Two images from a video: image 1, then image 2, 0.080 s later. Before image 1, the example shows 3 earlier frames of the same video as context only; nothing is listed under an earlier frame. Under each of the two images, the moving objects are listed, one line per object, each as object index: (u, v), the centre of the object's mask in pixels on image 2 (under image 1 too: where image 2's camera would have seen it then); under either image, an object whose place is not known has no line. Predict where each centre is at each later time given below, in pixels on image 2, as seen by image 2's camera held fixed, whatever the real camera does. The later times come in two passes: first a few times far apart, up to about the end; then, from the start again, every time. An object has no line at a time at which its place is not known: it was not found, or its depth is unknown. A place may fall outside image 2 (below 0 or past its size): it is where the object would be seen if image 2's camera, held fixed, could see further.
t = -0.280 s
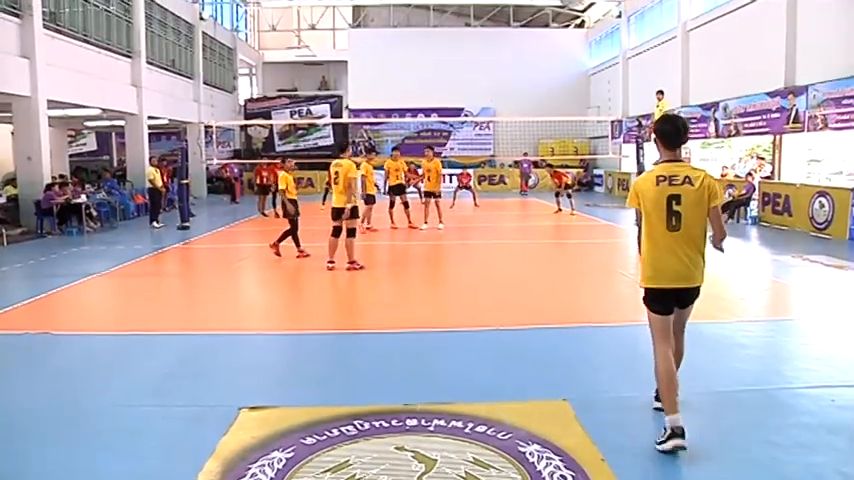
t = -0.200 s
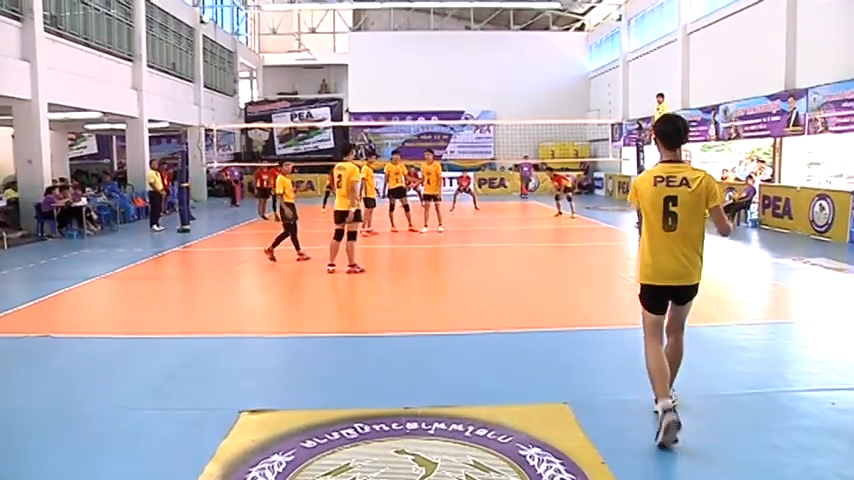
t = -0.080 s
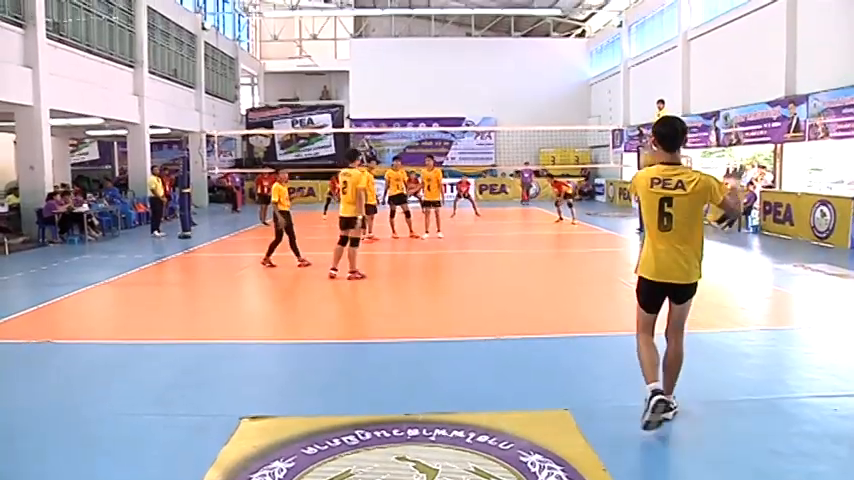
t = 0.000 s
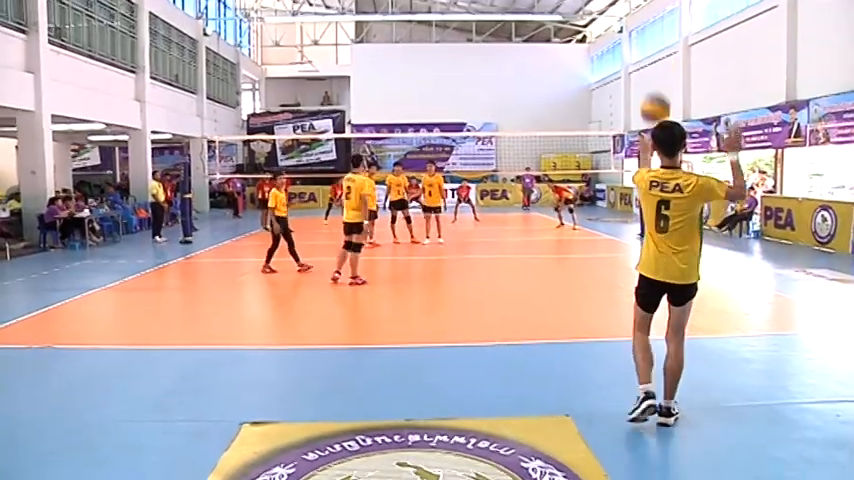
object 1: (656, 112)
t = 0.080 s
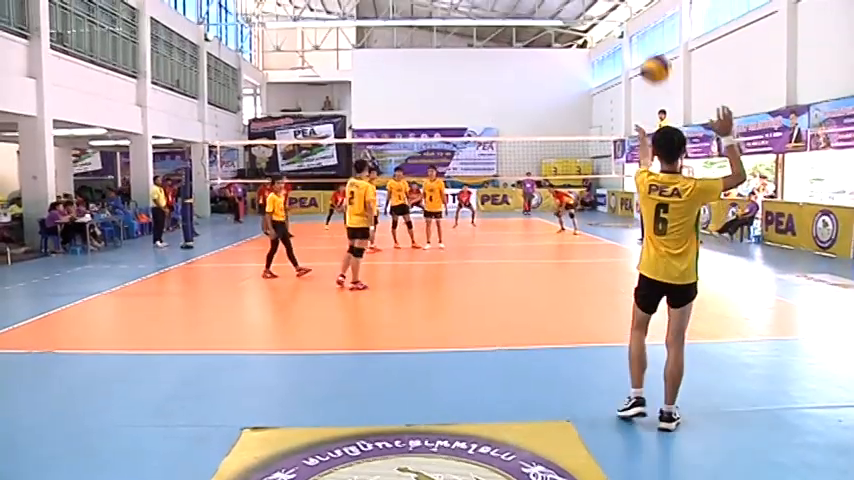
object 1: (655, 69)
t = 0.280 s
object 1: (653, -1)
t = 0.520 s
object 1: (652, -11)
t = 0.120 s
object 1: (655, 50)
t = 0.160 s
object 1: (654, 32)
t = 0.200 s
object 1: (654, 19)
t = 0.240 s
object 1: (654, 7)
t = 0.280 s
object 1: (653, -1)
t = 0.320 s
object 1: (653, -7)
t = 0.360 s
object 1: (653, -10)
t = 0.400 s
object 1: (653, -13)
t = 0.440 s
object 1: (652, -14)
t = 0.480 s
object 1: (652, -13)
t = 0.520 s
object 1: (652, -11)
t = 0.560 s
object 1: (652, -4)
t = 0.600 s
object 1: (652, 6)
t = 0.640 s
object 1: (652, 16)
